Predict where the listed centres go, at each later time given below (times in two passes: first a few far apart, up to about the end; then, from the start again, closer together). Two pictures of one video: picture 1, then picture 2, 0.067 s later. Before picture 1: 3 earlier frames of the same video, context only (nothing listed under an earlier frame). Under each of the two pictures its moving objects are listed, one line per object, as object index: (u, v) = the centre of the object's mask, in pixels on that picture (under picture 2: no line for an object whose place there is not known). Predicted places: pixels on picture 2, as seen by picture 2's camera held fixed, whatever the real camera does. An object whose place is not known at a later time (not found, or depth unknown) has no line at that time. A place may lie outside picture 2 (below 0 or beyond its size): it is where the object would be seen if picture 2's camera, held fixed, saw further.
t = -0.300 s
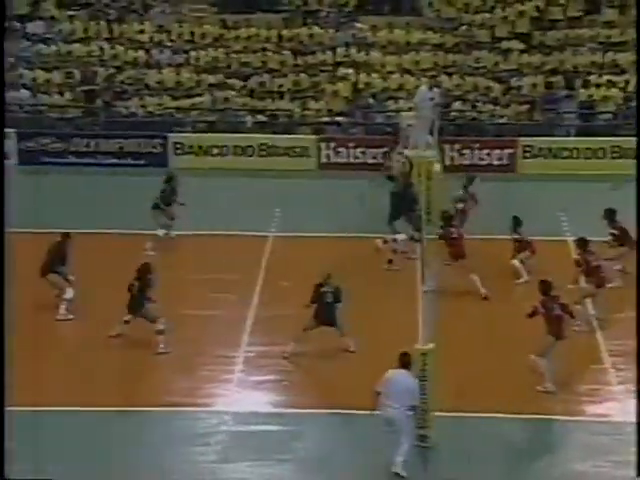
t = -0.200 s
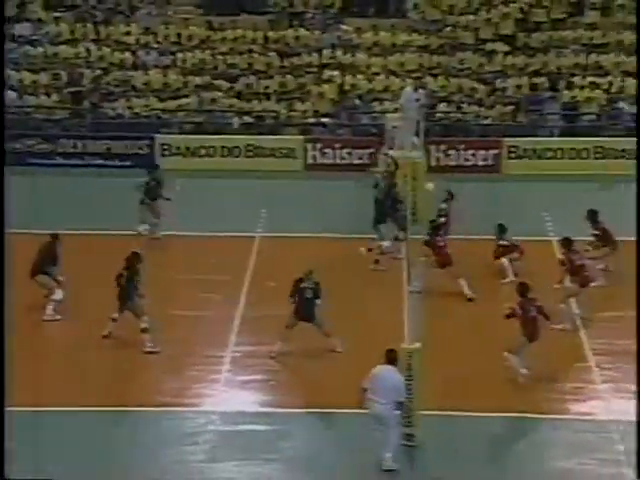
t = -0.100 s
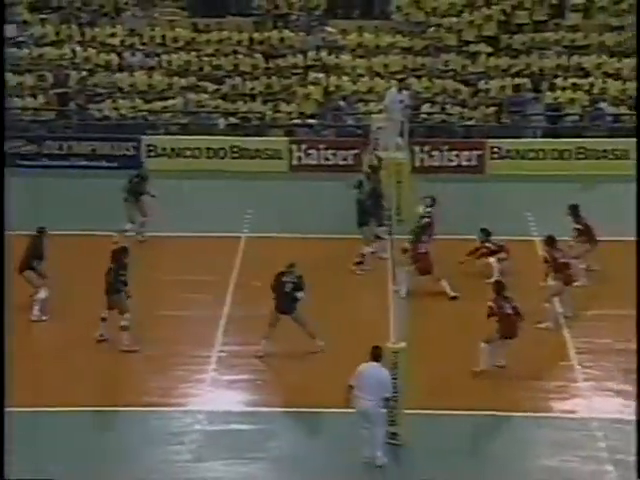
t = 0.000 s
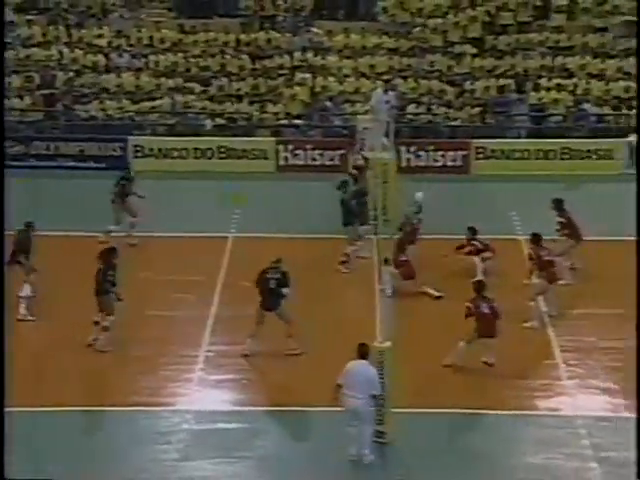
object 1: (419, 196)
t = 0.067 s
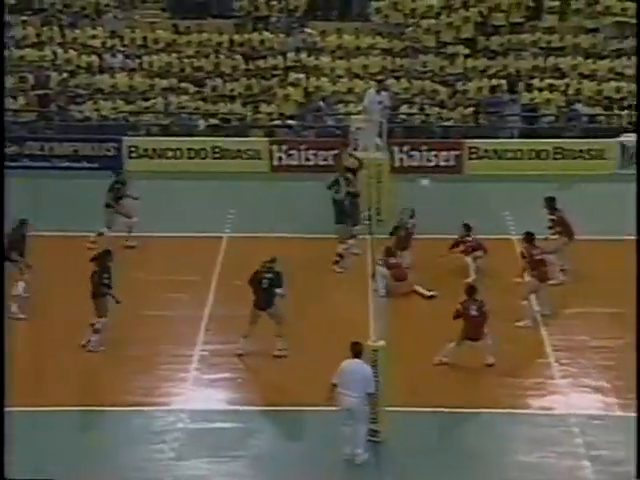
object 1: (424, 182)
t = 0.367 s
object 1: (471, 149)
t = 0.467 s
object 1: (486, 148)
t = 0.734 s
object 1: (528, 171)
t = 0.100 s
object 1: (429, 176)
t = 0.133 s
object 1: (435, 170)
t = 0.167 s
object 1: (440, 167)
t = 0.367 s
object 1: (471, 149)
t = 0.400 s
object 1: (477, 148)
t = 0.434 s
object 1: (483, 148)
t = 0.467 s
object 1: (486, 148)
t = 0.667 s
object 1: (519, 161)
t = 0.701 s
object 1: (524, 167)
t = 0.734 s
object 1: (528, 171)
